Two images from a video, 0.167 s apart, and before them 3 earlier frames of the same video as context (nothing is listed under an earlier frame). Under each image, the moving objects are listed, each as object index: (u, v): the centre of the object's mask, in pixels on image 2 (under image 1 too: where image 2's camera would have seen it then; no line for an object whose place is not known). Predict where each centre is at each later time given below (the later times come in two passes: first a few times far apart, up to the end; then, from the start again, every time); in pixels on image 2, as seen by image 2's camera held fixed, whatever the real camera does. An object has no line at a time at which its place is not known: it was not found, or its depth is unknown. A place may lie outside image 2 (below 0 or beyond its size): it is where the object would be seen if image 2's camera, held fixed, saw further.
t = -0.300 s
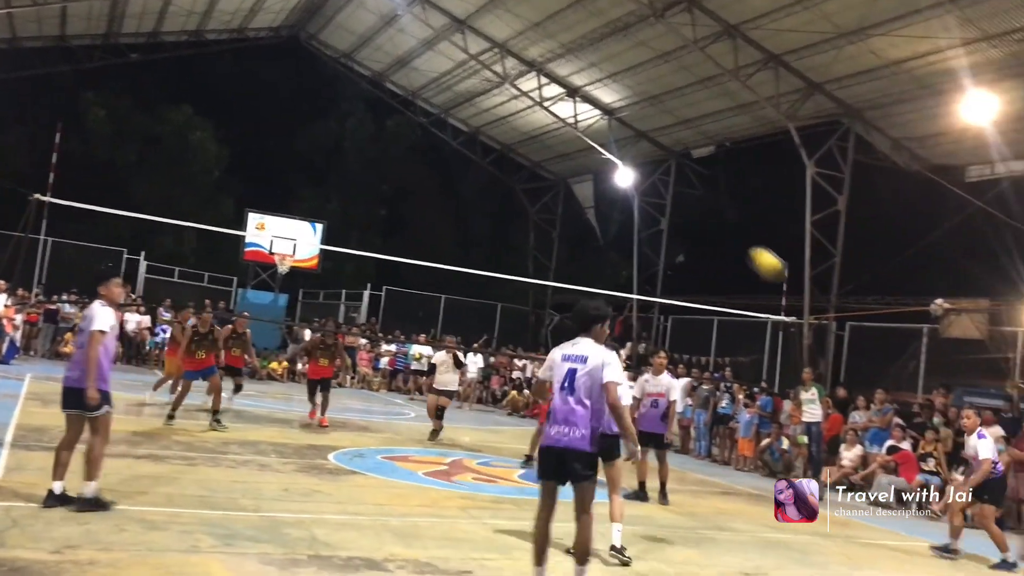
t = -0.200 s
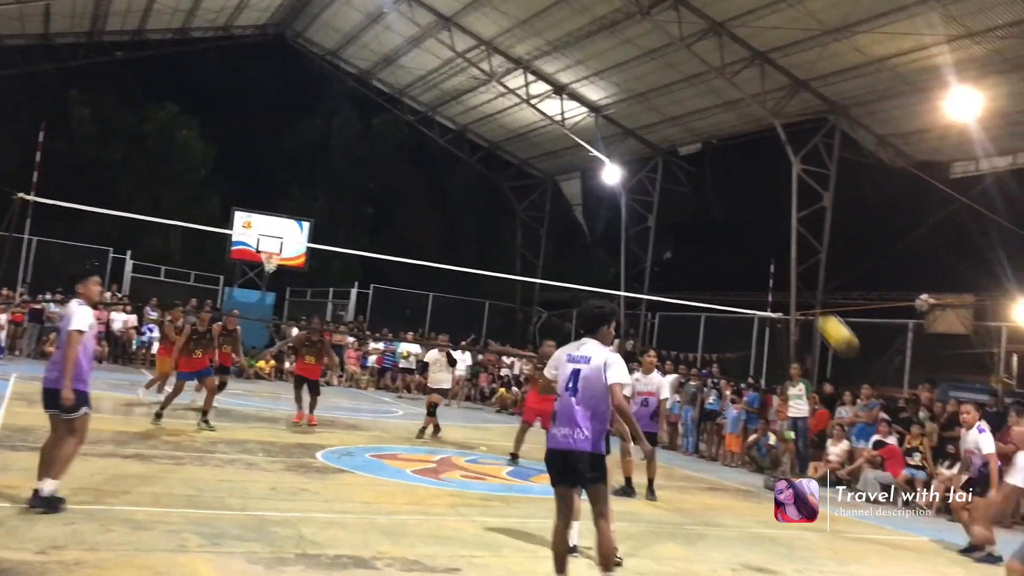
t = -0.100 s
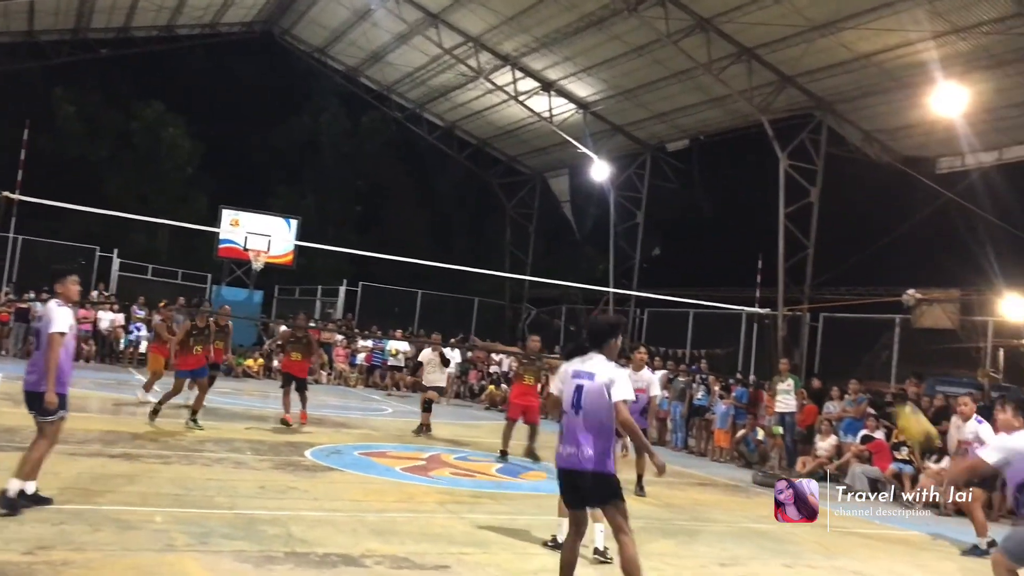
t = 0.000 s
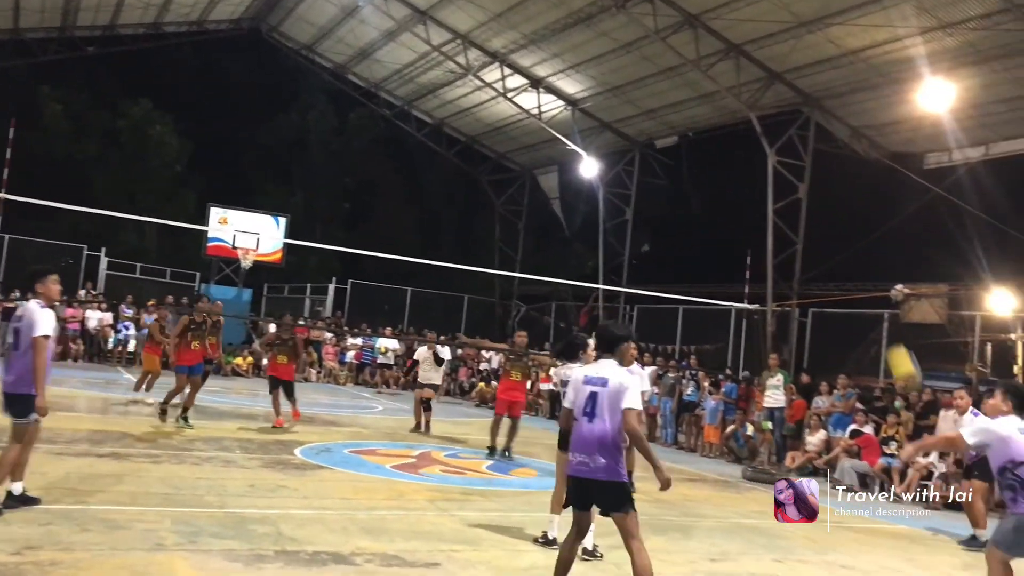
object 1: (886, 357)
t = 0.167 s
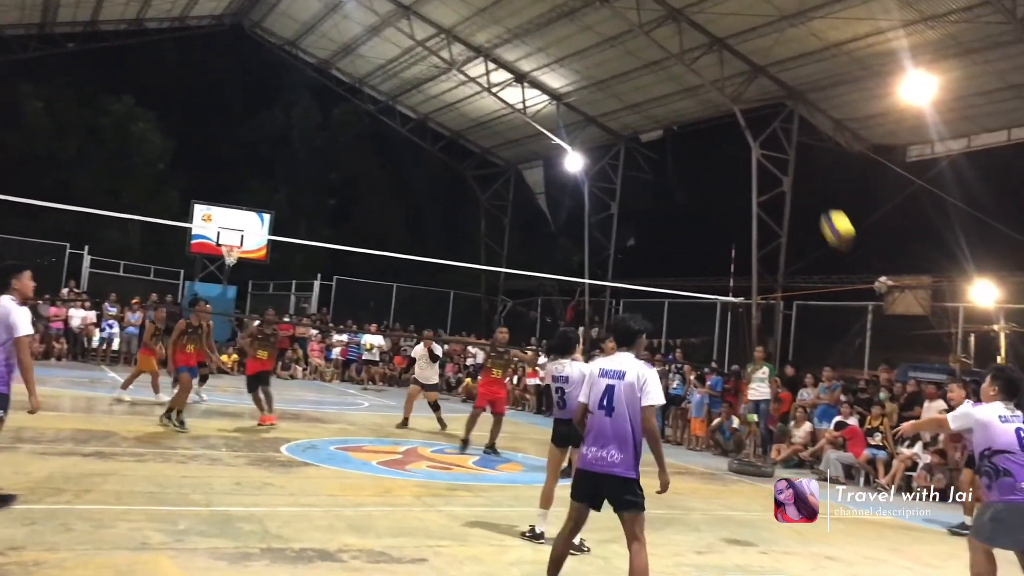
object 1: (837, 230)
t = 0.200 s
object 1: (828, 209)
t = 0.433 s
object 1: (766, 121)
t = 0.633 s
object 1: (716, 104)
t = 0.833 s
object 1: (668, 130)
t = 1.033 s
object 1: (620, 193)
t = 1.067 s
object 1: (613, 206)
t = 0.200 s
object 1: (828, 209)
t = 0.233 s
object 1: (819, 192)
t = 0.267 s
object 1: (810, 176)
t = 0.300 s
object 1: (801, 160)
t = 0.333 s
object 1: (793, 148)
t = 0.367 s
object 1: (784, 137)
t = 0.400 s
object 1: (775, 129)
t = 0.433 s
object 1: (766, 121)
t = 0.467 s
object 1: (758, 115)
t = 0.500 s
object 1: (750, 109)
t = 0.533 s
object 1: (742, 106)
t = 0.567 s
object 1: (733, 105)
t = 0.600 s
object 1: (725, 104)
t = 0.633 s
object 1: (716, 104)
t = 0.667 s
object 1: (708, 106)
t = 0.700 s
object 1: (700, 108)
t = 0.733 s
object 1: (692, 112)
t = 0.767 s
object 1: (684, 117)
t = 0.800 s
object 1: (676, 123)
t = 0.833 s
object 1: (668, 130)
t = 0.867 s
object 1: (660, 138)
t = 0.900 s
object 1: (651, 146)
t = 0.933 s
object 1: (643, 157)
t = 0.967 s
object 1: (635, 168)
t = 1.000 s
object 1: (628, 180)
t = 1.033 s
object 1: (620, 193)
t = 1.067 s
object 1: (613, 206)
